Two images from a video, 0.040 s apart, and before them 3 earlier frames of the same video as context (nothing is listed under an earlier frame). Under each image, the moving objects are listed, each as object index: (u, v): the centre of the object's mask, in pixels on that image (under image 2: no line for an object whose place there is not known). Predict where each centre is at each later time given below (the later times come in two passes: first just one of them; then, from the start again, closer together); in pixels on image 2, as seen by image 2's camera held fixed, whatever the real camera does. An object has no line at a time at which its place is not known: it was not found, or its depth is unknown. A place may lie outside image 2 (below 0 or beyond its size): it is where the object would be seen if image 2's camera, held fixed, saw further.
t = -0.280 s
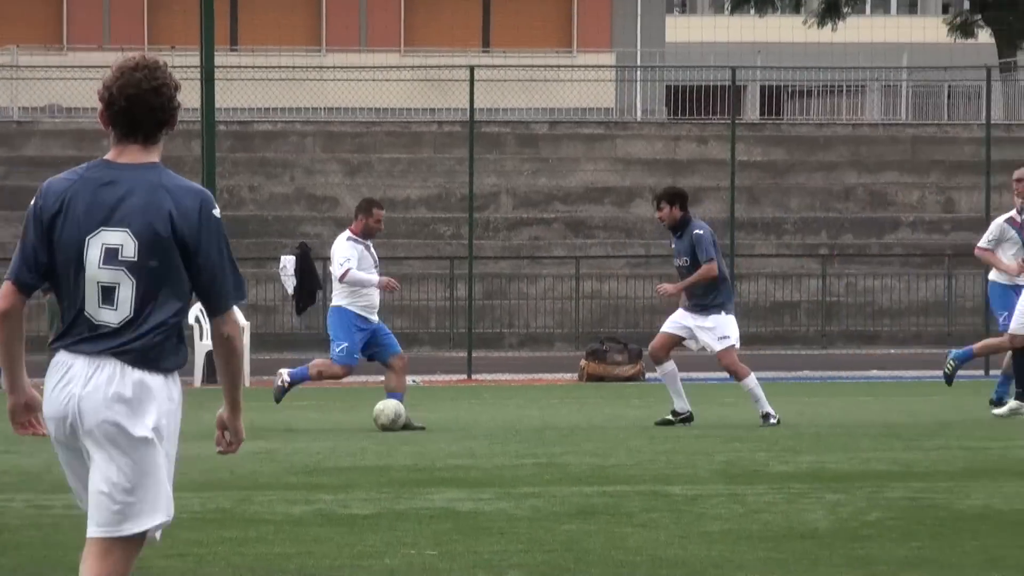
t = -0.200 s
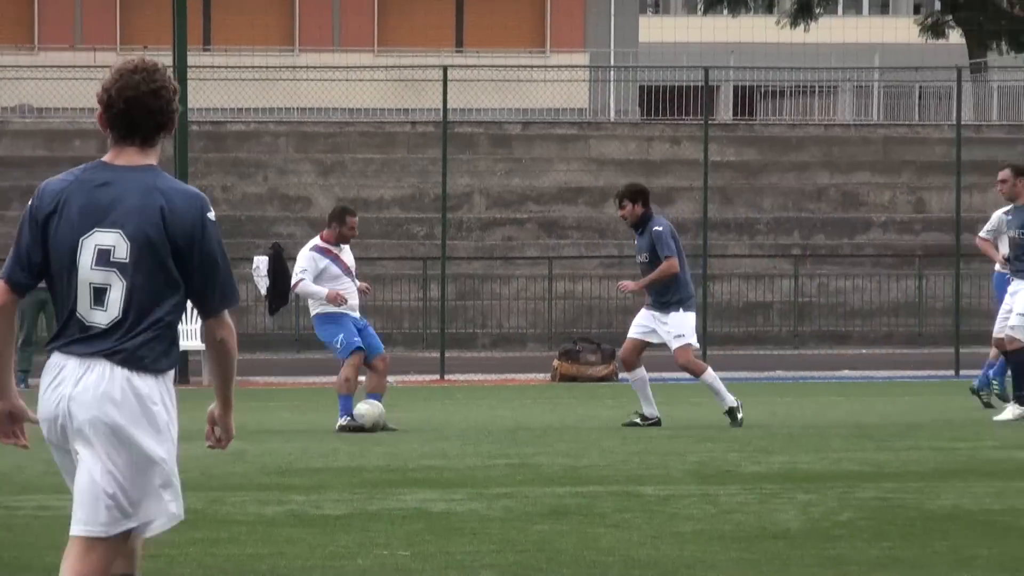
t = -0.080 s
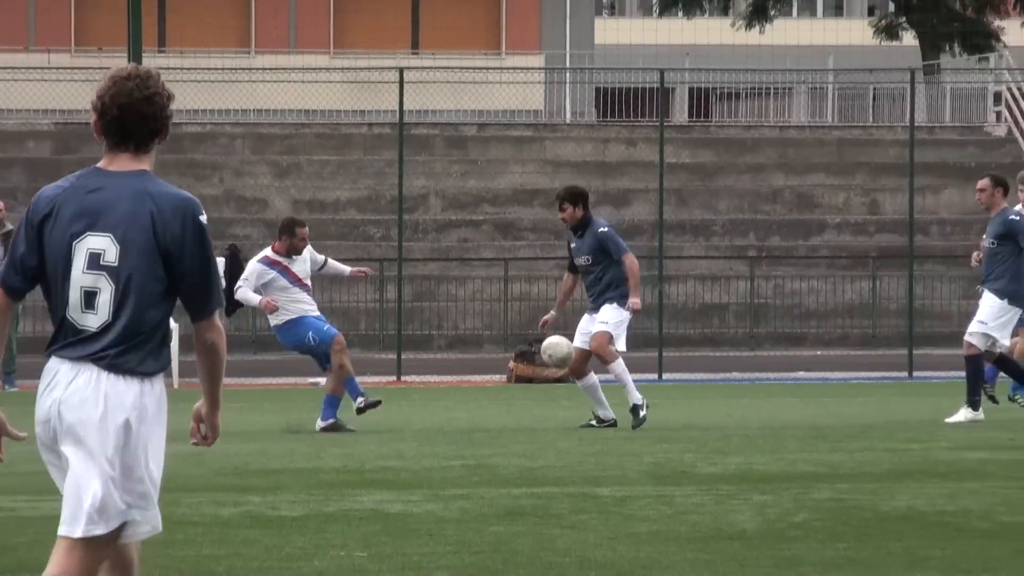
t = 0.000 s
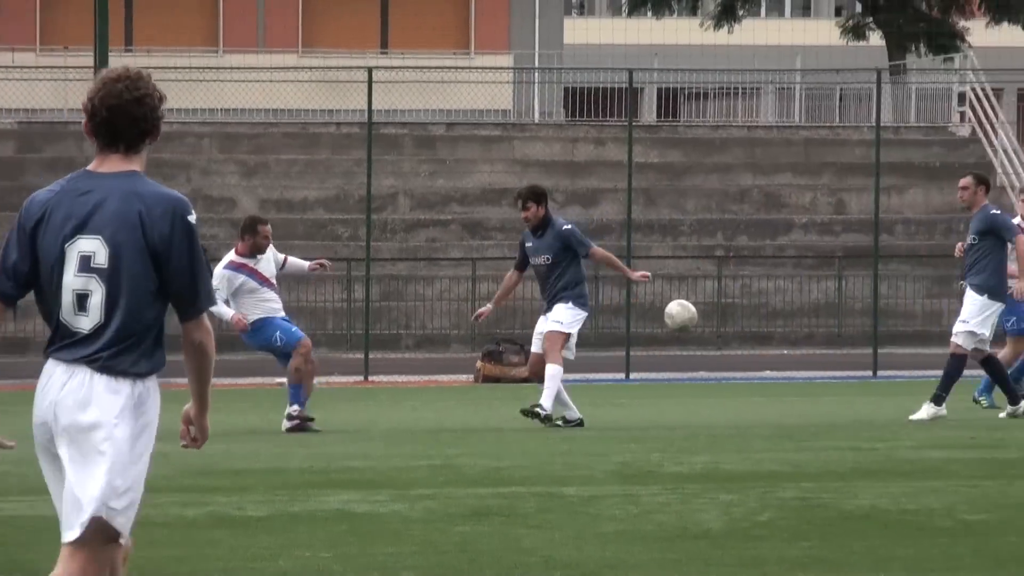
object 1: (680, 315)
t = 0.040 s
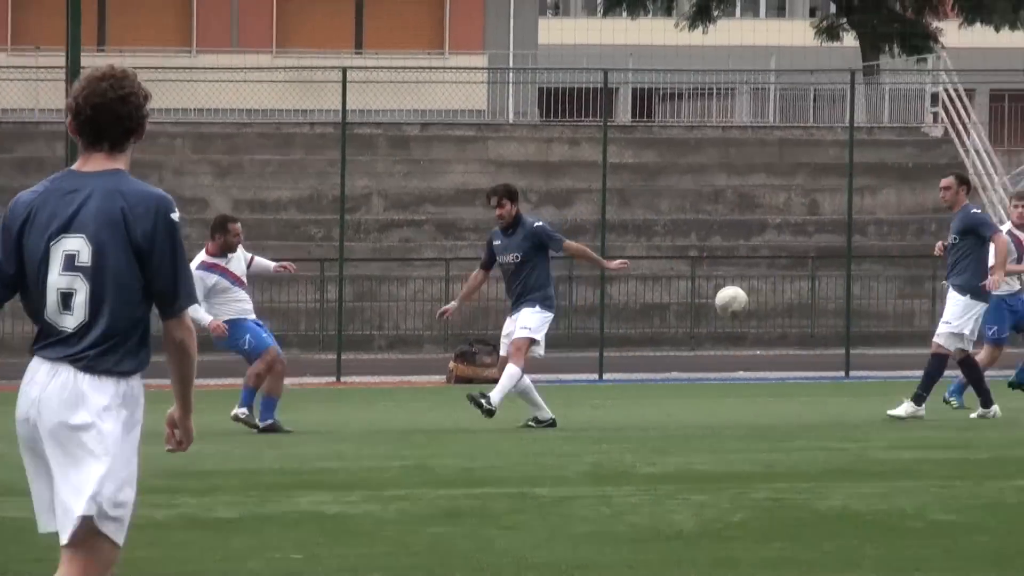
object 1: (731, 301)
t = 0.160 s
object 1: (966, 269)
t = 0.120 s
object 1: (887, 280)
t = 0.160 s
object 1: (966, 269)
